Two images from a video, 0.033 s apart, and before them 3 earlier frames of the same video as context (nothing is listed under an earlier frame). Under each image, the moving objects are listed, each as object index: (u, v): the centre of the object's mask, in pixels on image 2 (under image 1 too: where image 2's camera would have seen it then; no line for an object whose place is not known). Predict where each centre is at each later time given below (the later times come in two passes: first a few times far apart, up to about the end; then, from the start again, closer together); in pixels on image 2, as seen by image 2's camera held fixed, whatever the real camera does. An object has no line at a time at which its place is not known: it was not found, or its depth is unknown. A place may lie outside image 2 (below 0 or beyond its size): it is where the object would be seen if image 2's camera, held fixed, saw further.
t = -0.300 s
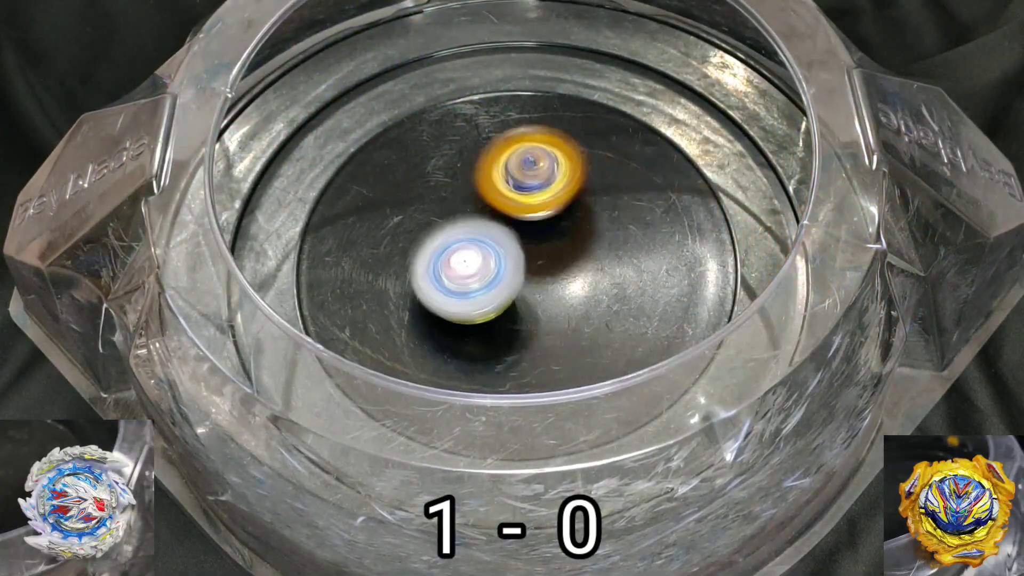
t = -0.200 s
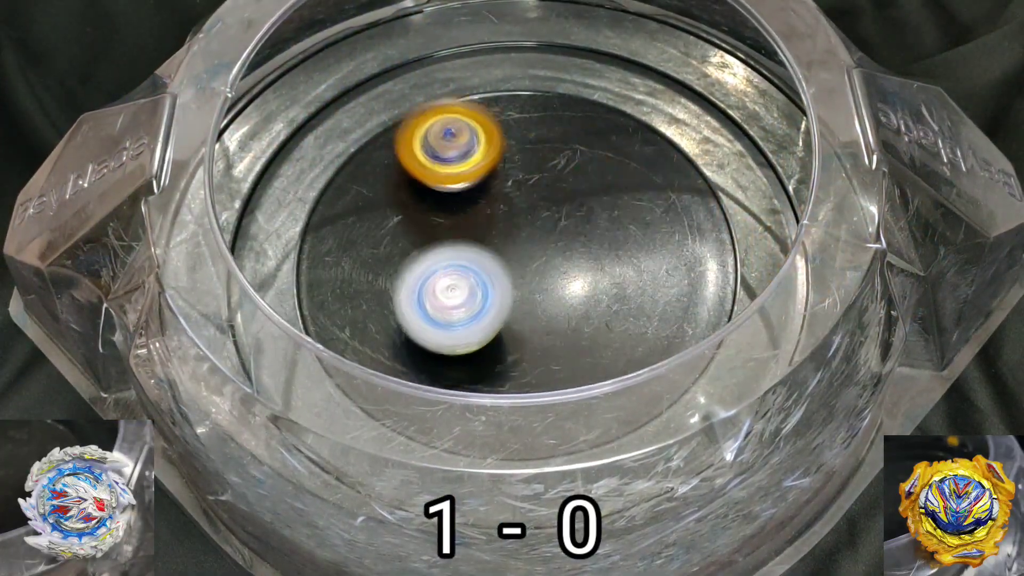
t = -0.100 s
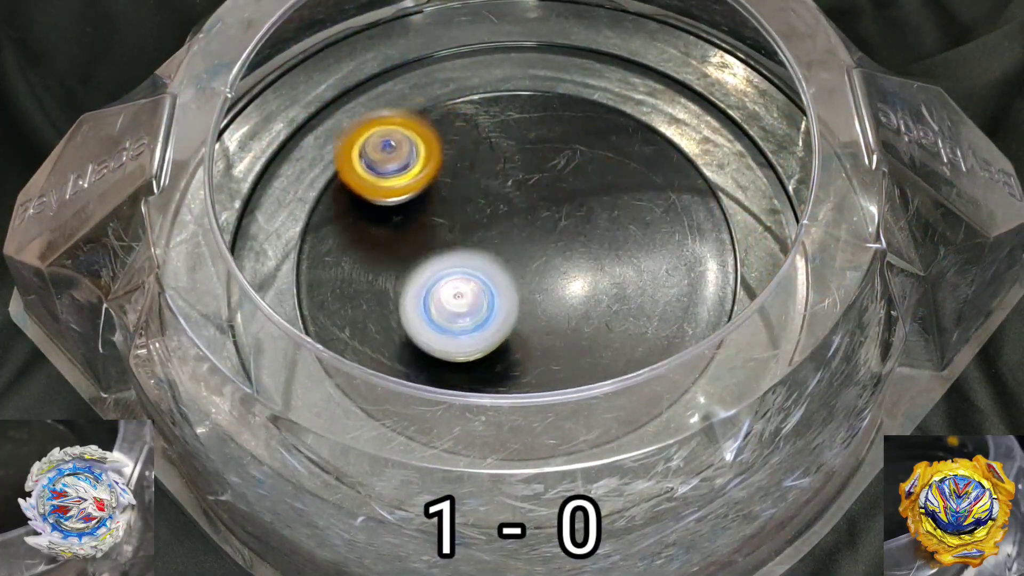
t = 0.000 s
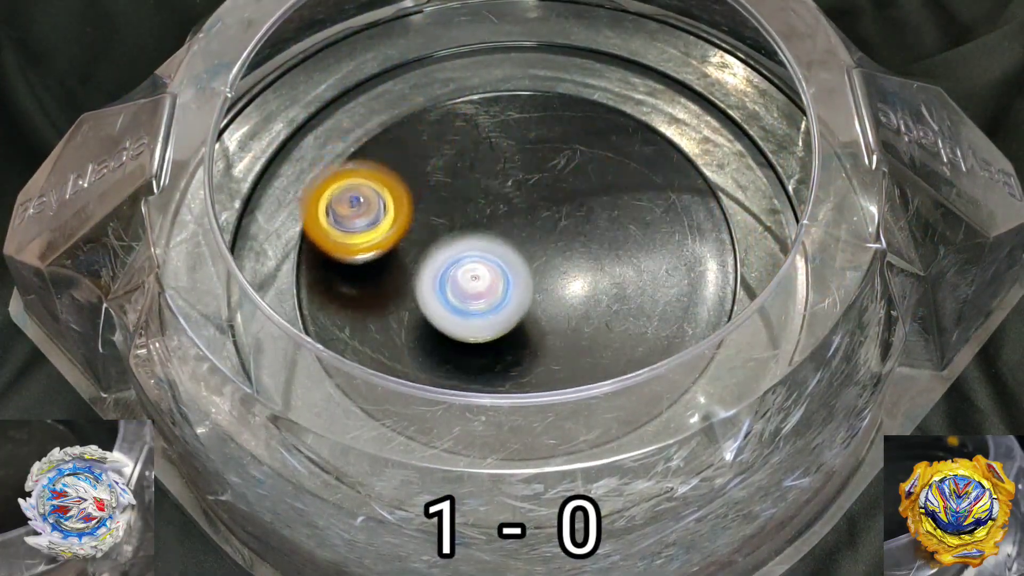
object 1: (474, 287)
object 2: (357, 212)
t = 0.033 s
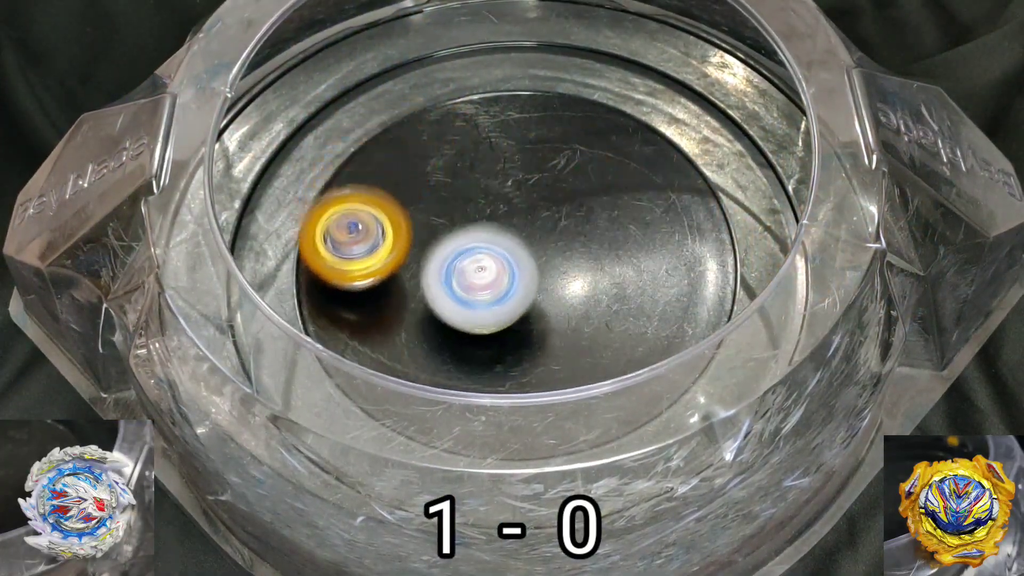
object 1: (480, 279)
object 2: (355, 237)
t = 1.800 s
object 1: (513, 255)
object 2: (680, 135)
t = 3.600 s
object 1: (508, 254)
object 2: (375, 371)
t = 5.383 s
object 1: (517, 255)
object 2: (538, 111)
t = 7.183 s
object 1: (528, 222)
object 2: (621, 327)
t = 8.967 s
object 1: (546, 237)
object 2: (512, 341)
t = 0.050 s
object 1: (483, 274)
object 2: (355, 251)
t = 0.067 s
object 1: (486, 270)
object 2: (358, 265)
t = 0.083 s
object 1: (489, 265)
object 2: (362, 279)
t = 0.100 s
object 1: (492, 259)
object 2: (369, 294)
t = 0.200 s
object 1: (501, 235)
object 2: (446, 354)
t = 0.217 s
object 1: (503, 234)
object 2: (461, 370)
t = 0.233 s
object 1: (504, 233)
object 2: (480, 376)
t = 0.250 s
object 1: (505, 232)
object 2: (499, 381)
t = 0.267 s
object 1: (507, 232)
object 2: (519, 383)
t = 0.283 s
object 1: (508, 232)
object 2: (538, 383)
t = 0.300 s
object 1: (509, 232)
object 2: (558, 382)
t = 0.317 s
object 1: (510, 233)
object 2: (576, 378)
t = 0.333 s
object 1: (512, 233)
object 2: (595, 372)
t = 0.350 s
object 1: (513, 233)
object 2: (612, 365)
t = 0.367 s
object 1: (515, 234)
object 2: (628, 357)
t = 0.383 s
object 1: (517, 235)
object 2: (643, 347)
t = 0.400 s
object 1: (518, 236)
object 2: (656, 336)
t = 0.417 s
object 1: (520, 238)
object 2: (664, 319)
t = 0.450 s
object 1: (522, 241)
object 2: (686, 296)
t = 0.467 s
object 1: (523, 243)
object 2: (695, 282)
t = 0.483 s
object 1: (522, 244)
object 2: (702, 269)
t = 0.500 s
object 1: (522, 246)
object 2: (705, 253)
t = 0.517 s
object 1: (521, 248)
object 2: (705, 238)
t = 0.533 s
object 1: (520, 249)
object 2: (704, 223)
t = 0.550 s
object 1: (520, 250)
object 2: (702, 209)
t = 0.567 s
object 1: (520, 250)
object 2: (699, 194)
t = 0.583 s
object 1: (521, 251)
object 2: (693, 181)
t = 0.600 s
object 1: (521, 252)
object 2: (687, 168)
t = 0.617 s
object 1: (521, 253)
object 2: (679, 156)
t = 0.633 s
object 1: (522, 254)
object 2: (670, 142)
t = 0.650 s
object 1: (522, 254)
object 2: (661, 131)
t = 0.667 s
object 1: (522, 255)
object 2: (650, 120)
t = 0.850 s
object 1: (521, 261)
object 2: (485, 77)
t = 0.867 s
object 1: (521, 261)
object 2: (468, 80)
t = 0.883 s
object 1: (521, 262)
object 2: (450, 84)
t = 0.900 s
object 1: (521, 262)
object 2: (434, 89)
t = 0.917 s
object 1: (520, 263)
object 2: (418, 96)
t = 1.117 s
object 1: (517, 265)
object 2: (306, 242)
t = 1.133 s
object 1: (516, 265)
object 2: (305, 257)
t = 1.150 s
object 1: (516, 265)
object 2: (310, 274)
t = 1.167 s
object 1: (515, 265)
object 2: (317, 288)
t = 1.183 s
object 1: (515, 265)
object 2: (324, 299)
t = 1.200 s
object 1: (514, 265)
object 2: (329, 321)
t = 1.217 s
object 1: (514, 265)
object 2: (337, 337)
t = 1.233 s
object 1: (514, 265)
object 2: (348, 353)
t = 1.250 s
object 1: (513, 265)
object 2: (361, 367)
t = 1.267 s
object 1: (513, 265)
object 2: (376, 384)
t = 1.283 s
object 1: (512, 265)
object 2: (394, 391)
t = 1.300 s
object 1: (512, 264)
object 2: (410, 402)
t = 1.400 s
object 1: (511, 263)
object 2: (534, 423)
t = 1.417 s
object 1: (511, 263)
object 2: (557, 424)
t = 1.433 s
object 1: (511, 263)
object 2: (578, 420)
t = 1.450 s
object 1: (510, 263)
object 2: (598, 411)
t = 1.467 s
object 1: (510, 262)
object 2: (618, 405)
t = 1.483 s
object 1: (510, 262)
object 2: (637, 396)
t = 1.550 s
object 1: (511, 261)
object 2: (694, 346)
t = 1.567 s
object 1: (511, 261)
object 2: (708, 336)
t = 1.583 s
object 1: (510, 260)
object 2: (717, 321)
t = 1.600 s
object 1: (511, 260)
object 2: (724, 304)
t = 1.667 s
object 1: (511, 258)
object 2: (732, 243)
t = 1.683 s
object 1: (512, 258)
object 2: (731, 228)
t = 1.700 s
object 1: (512, 258)
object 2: (728, 214)
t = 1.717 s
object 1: (512, 257)
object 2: (724, 199)
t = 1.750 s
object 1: (512, 256)
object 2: (710, 172)
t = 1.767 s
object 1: (512, 256)
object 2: (701, 159)
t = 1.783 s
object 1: (512, 255)
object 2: (691, 147)
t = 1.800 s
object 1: (513, 255)
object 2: (680, 135)
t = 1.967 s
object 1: (515, 253)
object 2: (536, 77)
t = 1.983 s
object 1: (515, 253)
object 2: (519, 77)
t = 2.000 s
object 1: (515, 252)
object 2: (502, 78)
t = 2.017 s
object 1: (515, 252)
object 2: (485, 81)
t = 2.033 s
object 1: (515, 252)
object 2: (467, 85)
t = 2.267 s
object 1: (517, 251)
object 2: (309, 235)
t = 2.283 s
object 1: (518, 251)
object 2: (307, 251)
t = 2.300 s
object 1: (518, 251)
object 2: (308, 266)
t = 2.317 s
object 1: (518, 251)
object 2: (313, 280)
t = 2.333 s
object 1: (518, 251)
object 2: (320, 294)
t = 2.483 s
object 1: (519, 250)
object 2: (425, 412)
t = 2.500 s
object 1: (519, 250)
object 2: (444, 418)
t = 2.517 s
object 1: (520, 250)
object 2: (462, 425)
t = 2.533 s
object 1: (520, 250)
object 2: (483, 429)
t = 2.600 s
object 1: (520, 251)
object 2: (565, 426)
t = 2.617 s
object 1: (520, 251)
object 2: (583, 421)
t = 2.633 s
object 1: (521, 251)
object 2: (603, 414)
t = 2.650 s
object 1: (521, 251)
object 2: (620, 405)
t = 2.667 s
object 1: (521, 251)
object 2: (637, 396)
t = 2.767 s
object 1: (520, 253)
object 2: (707, 321)
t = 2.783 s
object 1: (520, 253)
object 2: (712, 306)
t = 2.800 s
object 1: (520, 253)
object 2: (710, 286)
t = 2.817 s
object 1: (520, 253)
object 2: (716, 273)
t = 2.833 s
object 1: (520, 253)
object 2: (722, 261)
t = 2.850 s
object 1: (520, 253)
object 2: (722, 247)
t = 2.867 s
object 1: (519, 254)
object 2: (719, 232)
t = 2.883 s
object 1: (519, 254)
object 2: (714, 219)
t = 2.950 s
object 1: (517, 255)
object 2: (686, 167)
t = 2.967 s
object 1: (517, 255)
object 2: (675, 157)
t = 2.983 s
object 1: (517, 256)
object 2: (664, 146)
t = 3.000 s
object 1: (516, 256)
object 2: (652, 135)
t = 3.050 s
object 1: (515, 256)
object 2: (612, 111)
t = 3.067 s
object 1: (514, 256)
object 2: (598, 105)
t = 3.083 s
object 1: (514, 256)
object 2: (582, 100)
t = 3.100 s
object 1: (513, 256)
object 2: (568, 97)
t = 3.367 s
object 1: (509, 254)
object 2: (337, 183)
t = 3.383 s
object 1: (509, 254)
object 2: (329, 196)
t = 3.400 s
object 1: (508, 254)
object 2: (322, 209)
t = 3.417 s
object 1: (508, 254)
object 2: (317, 223)
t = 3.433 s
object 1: (508, 254)
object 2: (314, 237)
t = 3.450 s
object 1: (508, 254)
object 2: (313, 251)
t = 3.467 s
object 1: (508, 254)
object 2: (313, 266)
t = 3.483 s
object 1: (508, 254)
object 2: (316, 279)
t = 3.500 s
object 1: (508, 254)
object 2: (321, 291)
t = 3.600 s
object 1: (508, 254)
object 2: (375, 371)
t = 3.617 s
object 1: (508, 254)
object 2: (385, 387)
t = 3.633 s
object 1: (508, 254)
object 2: (403, 391)
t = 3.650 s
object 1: (508, 254)
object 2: (418, 400)
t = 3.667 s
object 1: (508, 254)
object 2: (436, 406)
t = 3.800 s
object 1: (508, 254)
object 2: (586, 400)
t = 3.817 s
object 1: (508, 254)
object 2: (604, 392)
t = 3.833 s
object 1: (508, 254)
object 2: (622, 387)
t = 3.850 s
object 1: (508, 254)
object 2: (634, 372)
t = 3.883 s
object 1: (509, 253)
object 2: (658, 349)
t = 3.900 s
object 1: (509, 253)
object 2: (668, 336)
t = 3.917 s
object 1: (509, 253)
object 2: (670, 317)
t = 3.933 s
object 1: (508, 253)
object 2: (679, 308)
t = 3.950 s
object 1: (508, 253)
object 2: (688, 295)
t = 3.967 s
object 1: (509, 253)
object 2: (695, 283)
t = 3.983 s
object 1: (509, 253)
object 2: (698, 270)
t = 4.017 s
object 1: (509, 253)
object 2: (696, 241)
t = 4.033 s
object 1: (509, 253)
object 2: (695, 227)
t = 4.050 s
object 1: (509, 253)
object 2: (691, 213)
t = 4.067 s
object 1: (510, 253)
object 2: (684, 200)
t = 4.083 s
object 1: (510, 253)
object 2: (678, 188)
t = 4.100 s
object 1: (510, 253)
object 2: (671, 175)
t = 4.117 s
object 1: (510, 252)
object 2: (661, 164)
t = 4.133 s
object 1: (511, 253)
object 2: (650, 154)
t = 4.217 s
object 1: (512, 253)
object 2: (589, 112)
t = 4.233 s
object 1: (512, 253)
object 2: (576, 107)
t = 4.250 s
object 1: (512, 253)
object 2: (561, 102)
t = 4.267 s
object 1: (512, 253)
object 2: (545, 100)
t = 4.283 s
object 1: (512, 253)
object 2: (530, 98)
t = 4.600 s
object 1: (515, 254)
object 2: (329, 250)
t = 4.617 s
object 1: (516, 255)
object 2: (330, 264)
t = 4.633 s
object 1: (516, 255)
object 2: (332, 278)
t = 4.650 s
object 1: (516, 255)
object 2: (337, 291)
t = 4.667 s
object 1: (516, 255)
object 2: (344, 302)
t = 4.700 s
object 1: (516, 255)
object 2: (364, 323)
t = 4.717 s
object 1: (516, 255)
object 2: (372, 341)
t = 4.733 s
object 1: (516, 255)
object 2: (384, 351)
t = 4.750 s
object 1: (516, 254)
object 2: (396, 361)
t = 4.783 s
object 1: (516, 255)
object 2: (427, 378)
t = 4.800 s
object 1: (516, 255)
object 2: (442, 385)
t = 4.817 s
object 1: (515, 254)
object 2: (460, 390)
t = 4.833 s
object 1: (516, 254)
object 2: (480, 393)
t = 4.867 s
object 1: (516, 255)
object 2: (516, 395)
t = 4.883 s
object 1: (515, 255)
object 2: (536, 394)
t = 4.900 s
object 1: (515, 254)
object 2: (554, 389)
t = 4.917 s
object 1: (516, 255)
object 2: (571, 384)
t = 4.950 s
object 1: (515, 255)
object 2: (605, 369)
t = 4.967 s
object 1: (515, 254)
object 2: (619, 360)
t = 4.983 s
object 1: (516, 254)
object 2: (631, 350)
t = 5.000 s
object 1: (516, 254)
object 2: (639, 332)
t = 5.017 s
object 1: (516, 255)
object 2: (651, 323)
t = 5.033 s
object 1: (516, 254)
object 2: (661, 314)
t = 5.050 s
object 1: (516, 254)
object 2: (670, 302)
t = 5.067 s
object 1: (516, 255)
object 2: (678, 290)
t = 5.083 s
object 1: (516, 255)
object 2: (682, 276)
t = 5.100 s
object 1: (516, 255)
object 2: (684, 263)
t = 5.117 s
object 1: (516, 254)
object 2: (686, 249)
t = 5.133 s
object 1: (517, 254)
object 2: (685, 236)
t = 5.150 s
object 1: (517, 254)
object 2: (682, 223)
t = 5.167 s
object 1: (517, 255)
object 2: (678, 211)
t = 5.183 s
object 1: (516, 254)
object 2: (673, 198)
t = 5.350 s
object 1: (518, 254)
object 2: (568, 115)
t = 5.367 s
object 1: (517, 254)
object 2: (553, 112)
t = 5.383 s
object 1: (517, 255)
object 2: (538, 111)
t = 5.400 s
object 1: (517, 254)
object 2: (525, 110)
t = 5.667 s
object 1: (516, 254)
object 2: (356, 236)
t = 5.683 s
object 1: (517, 254)
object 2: (356, 250)
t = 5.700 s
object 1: (517, 254)
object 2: (356, 263)
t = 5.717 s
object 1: (517, 254)
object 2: (358, 276)
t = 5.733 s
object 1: (516, 254)
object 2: (363, 290)
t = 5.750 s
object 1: (517, 254)
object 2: (369, 302)
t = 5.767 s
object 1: (516, 254)
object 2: (377, 313)
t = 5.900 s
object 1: (516, 254)
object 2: (486, 375)
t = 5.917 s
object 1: (516, 254)
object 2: (503, 376)
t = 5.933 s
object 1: (516, 254)
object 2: (518, 378)
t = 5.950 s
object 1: (517, 254)
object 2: (536, 375)
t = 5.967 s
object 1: (516, 254)
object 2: (553, 372)
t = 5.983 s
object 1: (516, 254)
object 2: (567, 368)
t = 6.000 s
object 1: (515, 254)
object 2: (582, 362)
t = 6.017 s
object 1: (516, 254)
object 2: (594, 347)
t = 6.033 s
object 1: (516, 254)
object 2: (605, 342)
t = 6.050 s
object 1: (516, 254)
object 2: (619, 335)
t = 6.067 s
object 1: (516, 254)
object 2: (631, 327)
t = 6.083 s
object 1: (516, 254)
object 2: (640, 318)
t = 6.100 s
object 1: (516, 254)
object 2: (649, 307)
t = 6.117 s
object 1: (516, 255)
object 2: (655, 294)
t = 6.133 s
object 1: (516, 254)
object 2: (658, 282)
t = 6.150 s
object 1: (516, 255)
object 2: (662, 269)
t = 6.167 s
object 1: (516, 255)
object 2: (663, 256)
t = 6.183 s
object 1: (515, 255)
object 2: (663, 244)
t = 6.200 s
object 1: (516, 255)
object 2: (662, 232)
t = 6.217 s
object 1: (516, 255)
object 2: (659, 220)
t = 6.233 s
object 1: (516, 255)
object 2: (653, 208)
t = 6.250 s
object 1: (515, 255)
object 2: (646, 198)
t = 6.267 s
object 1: (516, 255)
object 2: (639, 188)
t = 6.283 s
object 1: (515, 255)
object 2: (628, 180)
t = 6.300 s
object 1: (515, 255)
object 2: (619, 172)
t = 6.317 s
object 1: (514, 255)
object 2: (608, 164)
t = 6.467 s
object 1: (513, 255)
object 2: (487, 144)
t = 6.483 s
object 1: (513, 255)
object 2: (474, 148)
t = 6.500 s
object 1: (512, 254)
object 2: (462, 153)
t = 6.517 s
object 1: (513, 254)
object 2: (450, 160)
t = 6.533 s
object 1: (512, 255)
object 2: (438, 167)
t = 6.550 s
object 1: (512, 255)
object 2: (429, 175)
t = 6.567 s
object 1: (512, 254)
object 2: (420, 183)
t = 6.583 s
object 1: (513, 255)
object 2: (411, 193)
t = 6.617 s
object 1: (511, 255)
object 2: (400, 214)
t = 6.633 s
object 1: (512, 254)
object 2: (395, 225)
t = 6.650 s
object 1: (512, 255)
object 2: (393, 237)
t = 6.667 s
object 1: (512, 254)
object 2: (392, 248)
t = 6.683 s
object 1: (511, 254)
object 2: (392, 260)
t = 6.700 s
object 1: (512, 254)
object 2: (394, 271)
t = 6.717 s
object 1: (512, 254)
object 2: (397, 281)
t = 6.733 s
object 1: (512, 254)
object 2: (401, 291)
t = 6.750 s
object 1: (513, 253)
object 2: (406, 300)
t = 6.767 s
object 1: (520, 251)
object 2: (407, 310)
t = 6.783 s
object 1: (526, 249)
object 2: (410, 318)
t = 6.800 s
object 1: (529, 247)
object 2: (413, 326)
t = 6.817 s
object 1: (534, 246)
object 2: (419, 333)
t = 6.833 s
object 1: (537, 246)
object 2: (426, 338)
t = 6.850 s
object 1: (540, 246)
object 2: (433, 342)
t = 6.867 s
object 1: (540, 245)
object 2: (442, 346)
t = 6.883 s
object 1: (543, 246)
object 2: (450, 349)
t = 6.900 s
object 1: (543, 246)
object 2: (459, 352)
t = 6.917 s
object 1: (544, 247)
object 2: (468, 354)
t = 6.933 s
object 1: (545, 247)
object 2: (478, 356)
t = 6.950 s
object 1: (546, 248)
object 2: (489, 356)
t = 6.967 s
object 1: (546, 248)
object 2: (500, 357)
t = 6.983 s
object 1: (546, 249)
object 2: (510, 357)
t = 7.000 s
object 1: (547, 250)
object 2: (521, 356)
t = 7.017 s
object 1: (546, 251)
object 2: (532, 354)
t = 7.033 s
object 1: (547, 252)
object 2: (541, 352)
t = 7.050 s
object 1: (546, 251)
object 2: (552, 350)
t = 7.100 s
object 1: (545, 250)
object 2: (577, 340)
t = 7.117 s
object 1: (543, 244)
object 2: (587, 337)
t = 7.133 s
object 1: (539, 239)
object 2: (597, 336)
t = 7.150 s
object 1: (536, 232)
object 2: (605, 334)
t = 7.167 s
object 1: (532, 226)
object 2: (613, 331)
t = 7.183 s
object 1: (528, 222)
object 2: (621, 327)
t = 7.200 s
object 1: (525, 218)
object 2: (627, 322)
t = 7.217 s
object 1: (521, 216)
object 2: (632, 317)
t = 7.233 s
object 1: (520, 214)
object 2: (638, 311)
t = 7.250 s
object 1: (518, 213)
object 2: (640, 303)
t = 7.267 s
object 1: (515, 213)
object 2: (644, 296)
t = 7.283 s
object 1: (515, 213)
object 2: (645, 287)
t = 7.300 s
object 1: (513, 214)
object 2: (645, 279)
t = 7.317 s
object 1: (513, 216)
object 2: (645, 271)
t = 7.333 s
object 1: (512, 217)
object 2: (643, 263)
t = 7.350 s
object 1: (511, 219)
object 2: (641, 254)
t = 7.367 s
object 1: (512, 221)
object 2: (638, 247)
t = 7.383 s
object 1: (511, 222)
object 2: (632, 238)
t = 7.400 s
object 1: (511, 224)
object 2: (626, 231)
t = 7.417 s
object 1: (508, 226)
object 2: (623, 224)
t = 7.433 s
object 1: (499, 228)
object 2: (620, 217)
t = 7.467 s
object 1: (489, 232)
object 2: (610, 206)
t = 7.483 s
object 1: (483, 234)
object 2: (602, 201)
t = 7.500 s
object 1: (482, 236)
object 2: (594, 197)
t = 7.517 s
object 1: (478, 237)
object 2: (585, 193)
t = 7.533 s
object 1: (476, 240)
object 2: (576, 190)
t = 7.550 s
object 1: (468, 245)
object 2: (575, 184)
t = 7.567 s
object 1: (453, 252)
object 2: (581, 172)
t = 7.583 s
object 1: (439, 260)
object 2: (583, 162)
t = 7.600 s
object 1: (428, 266)
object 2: (586, 154)
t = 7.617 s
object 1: (417, 271)
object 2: (587, 149)
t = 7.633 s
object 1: (408, 276)
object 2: (586, 143)
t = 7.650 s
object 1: (402, 281)
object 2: (584, 138)
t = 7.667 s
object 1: (396, 284)
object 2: (580, 132)
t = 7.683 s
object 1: (391, 287)
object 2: (577, 127)
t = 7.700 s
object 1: (390, 289)
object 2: (572, 122)
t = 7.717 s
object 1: (389, 290)
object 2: (567, 117)
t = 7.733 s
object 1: (389, 291)
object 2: (561, 113)
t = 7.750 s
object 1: (392, 292)
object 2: (553, 110)
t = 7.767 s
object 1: (396, 291)
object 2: (545, 107)
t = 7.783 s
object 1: (400, 290)
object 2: (537, 105)
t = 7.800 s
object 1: (404, 291)
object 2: (529, 106)
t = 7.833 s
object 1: (417, 289)
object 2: (511, 111)
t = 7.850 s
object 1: (422, 290)
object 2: (503, 115)
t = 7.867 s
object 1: (429, 290)
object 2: (496, 120)
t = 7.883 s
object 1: (438, 289)
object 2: (488, 127)
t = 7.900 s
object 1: (445, 289)
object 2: (482, 134)
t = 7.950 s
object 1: (472, 289)
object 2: (467, 160)
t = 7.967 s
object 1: (481, 289)
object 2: (463, 169)
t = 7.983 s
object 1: (491, 290)
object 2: (460, 179)
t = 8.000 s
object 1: (501, 289)
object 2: (458, 189)
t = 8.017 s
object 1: (508, 290)
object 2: (456, 199)
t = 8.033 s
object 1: (521, 295)
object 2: (453, 204)
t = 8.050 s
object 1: (537, 299)
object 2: (448, 209)
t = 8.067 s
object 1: (552, 302)
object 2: (446, 214)
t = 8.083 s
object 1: (566, 305)
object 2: (446, 220)
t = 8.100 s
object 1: (579, 306)
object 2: (445, 228)
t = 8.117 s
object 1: (593, 304)
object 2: (447, 235)
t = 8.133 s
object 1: (603, 302)
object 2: (447, 242)
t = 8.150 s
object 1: (611, 299)
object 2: (450, 251)
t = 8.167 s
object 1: (620, 296)
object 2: (453, 258)
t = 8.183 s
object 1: (627, 291)
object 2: (456, 267)
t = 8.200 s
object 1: (632, 286)
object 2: (461, 274)
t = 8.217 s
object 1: (634, 282)
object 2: (465, 280)
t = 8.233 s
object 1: (637, 278)
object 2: (471, 287)
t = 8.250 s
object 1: (641, 274)
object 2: (478, 292)
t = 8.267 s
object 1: (641, 270)
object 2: (483, 298)
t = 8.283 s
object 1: (641, 266)
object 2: (492, 303)
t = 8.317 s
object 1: (640, 264)
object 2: (506, 310)
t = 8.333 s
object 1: (640, 262)
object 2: (514, 312)
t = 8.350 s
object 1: (637, 261)
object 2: (522, 314)
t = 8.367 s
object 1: (633, 260)
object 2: (530, 315)
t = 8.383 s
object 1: (640, 254)
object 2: (524, 321)
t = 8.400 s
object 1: (650, 244)
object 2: (518, 327)
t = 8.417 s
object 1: (658, 236)
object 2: (513, 331)
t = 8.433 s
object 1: (662, 228)
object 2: (508, 337)
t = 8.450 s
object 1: (664, 222)
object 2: (506, 340)
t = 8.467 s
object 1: (665, 218)
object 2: (503, 343)
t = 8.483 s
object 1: (665, 214)
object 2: (504, 344)
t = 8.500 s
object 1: (665, 212)
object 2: (504, 346)
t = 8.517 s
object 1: (663, 210)
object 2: (506, 347)
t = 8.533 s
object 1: (660, 208)
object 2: (508, 347)
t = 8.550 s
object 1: (657, 207)
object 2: (509, 349)
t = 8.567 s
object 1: (653, 206)
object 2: (511, 350)
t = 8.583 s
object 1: (650, 207)
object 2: (512, 351)
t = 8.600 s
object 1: (648, 207)
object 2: (515, 351)
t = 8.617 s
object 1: (645, 207)
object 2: (516, 352)
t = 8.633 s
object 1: (639, 208)
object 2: (518, 353)
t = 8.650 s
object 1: (634, 209)
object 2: (521, 354)
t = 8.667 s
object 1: (630, 212)
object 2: (522, 355)
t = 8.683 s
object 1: (626, 214)
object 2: (525, 356)
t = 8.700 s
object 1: (623, 216)
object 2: (527, 356)
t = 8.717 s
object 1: (618, 218)
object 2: (529, 356)
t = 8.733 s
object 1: (613, 220)
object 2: (531, 356)
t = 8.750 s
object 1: (607, 223)
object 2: (535, 355)
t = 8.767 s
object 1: (602, 226)
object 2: (538, 353)
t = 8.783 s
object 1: (598, 230)
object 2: (540, 352)
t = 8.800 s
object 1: (593, 234)
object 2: (542, 349)
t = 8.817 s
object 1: (588, 237)
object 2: (543, 345)
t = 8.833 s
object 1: (582, 239)
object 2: (544, 341)
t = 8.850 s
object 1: (575, 241)
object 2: (540, 338)
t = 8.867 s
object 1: (572, 240)
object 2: (538, 337)
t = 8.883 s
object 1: (567, 238)
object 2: (534, 338)
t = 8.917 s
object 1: (560, 236)
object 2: (525, 339)
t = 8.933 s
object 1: (556, 235)
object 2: (520, 340)
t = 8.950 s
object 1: (551, 236)
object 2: (516, 340)
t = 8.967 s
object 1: (546, 237)
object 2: (512, 341)
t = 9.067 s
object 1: (527, 245)
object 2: (493, 345)
